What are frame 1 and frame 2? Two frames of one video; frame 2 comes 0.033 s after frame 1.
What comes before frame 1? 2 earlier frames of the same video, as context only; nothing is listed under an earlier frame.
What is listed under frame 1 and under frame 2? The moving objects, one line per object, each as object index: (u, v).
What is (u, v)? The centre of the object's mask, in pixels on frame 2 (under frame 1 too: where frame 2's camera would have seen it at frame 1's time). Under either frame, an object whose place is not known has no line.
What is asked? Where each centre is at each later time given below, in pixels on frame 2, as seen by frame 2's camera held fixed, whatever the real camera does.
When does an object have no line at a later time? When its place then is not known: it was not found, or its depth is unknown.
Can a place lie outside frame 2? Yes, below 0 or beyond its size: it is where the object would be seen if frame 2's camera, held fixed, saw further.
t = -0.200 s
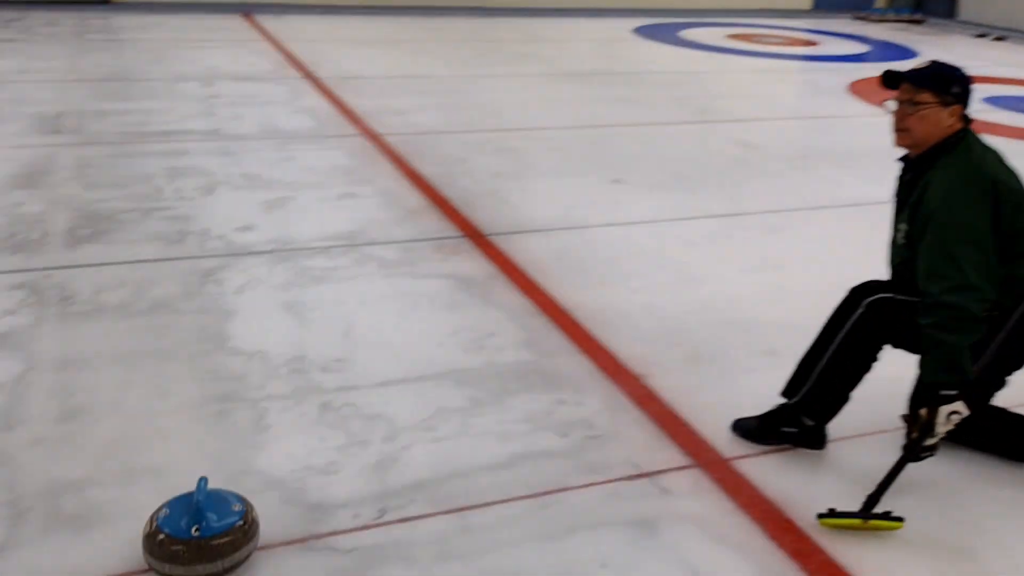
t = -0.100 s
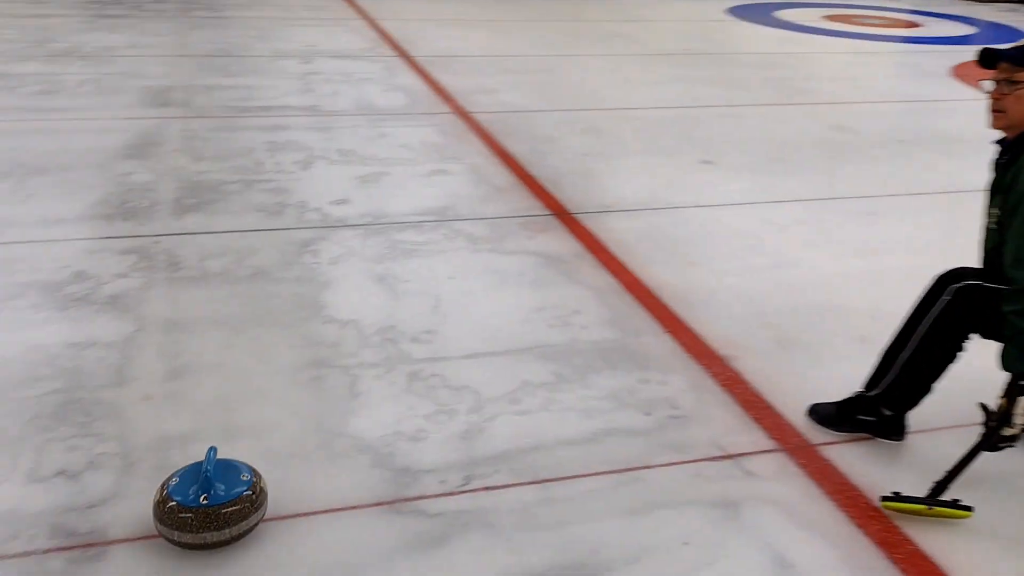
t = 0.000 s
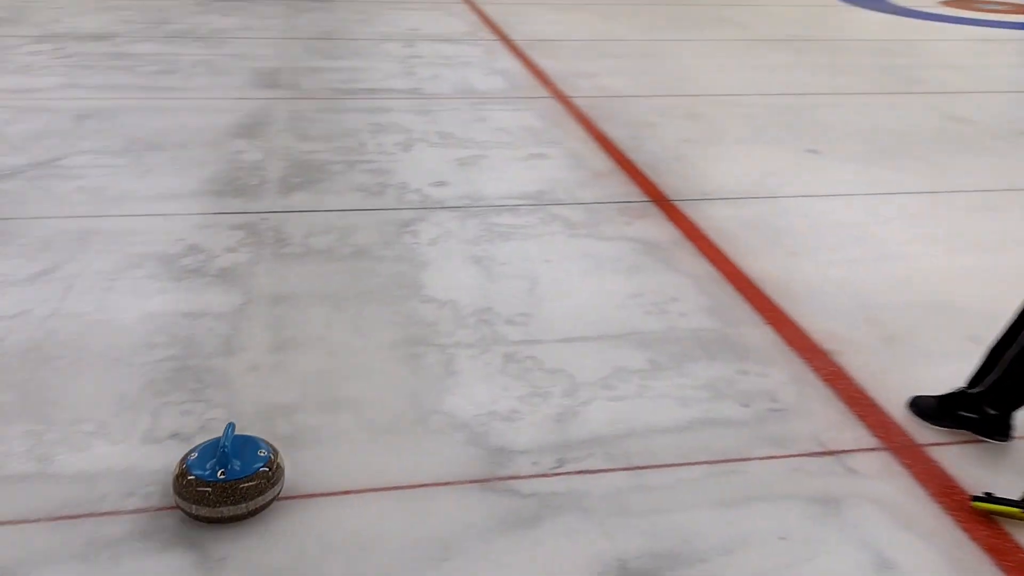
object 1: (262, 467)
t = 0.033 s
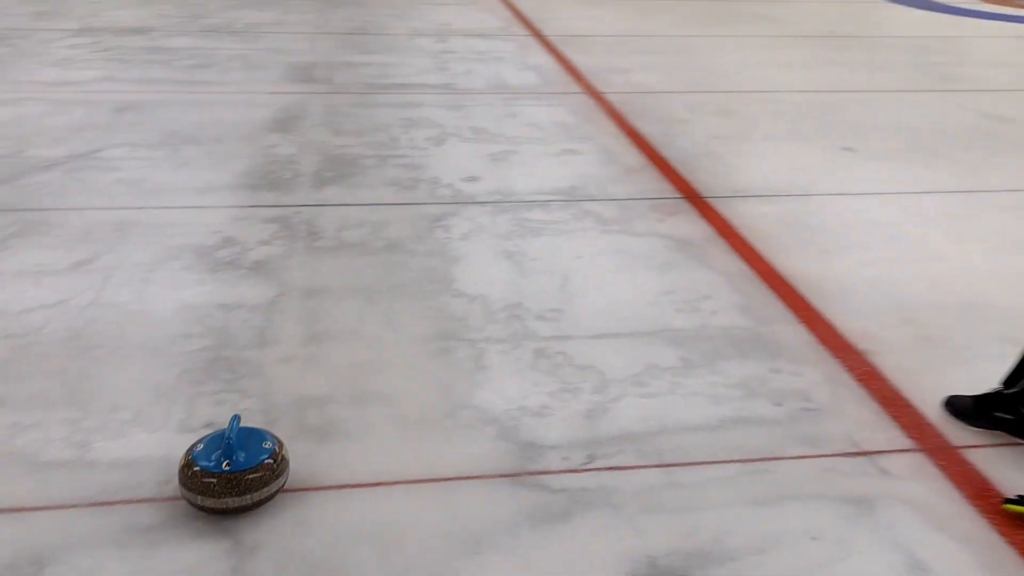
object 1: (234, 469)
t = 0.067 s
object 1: (205, 471)
